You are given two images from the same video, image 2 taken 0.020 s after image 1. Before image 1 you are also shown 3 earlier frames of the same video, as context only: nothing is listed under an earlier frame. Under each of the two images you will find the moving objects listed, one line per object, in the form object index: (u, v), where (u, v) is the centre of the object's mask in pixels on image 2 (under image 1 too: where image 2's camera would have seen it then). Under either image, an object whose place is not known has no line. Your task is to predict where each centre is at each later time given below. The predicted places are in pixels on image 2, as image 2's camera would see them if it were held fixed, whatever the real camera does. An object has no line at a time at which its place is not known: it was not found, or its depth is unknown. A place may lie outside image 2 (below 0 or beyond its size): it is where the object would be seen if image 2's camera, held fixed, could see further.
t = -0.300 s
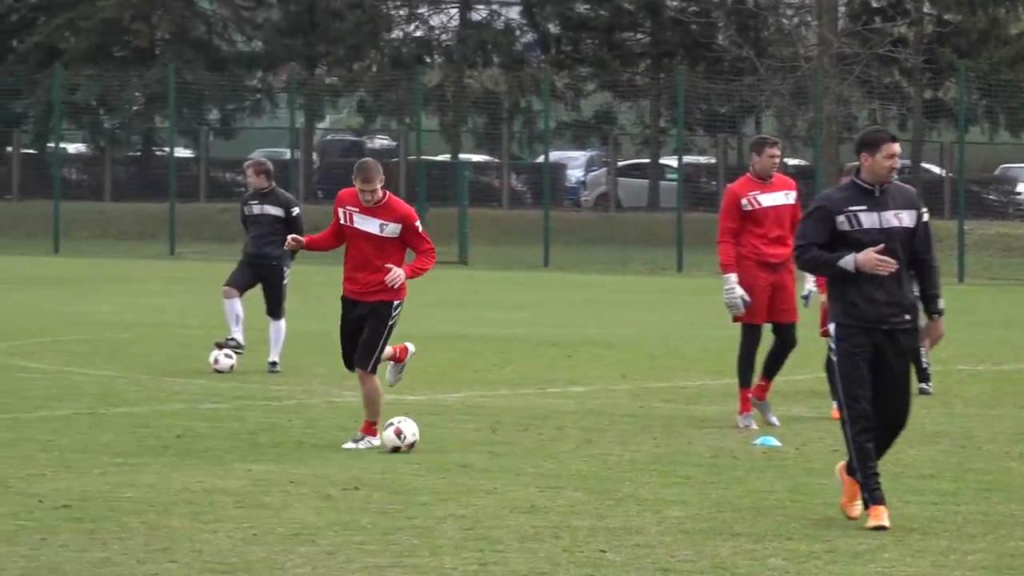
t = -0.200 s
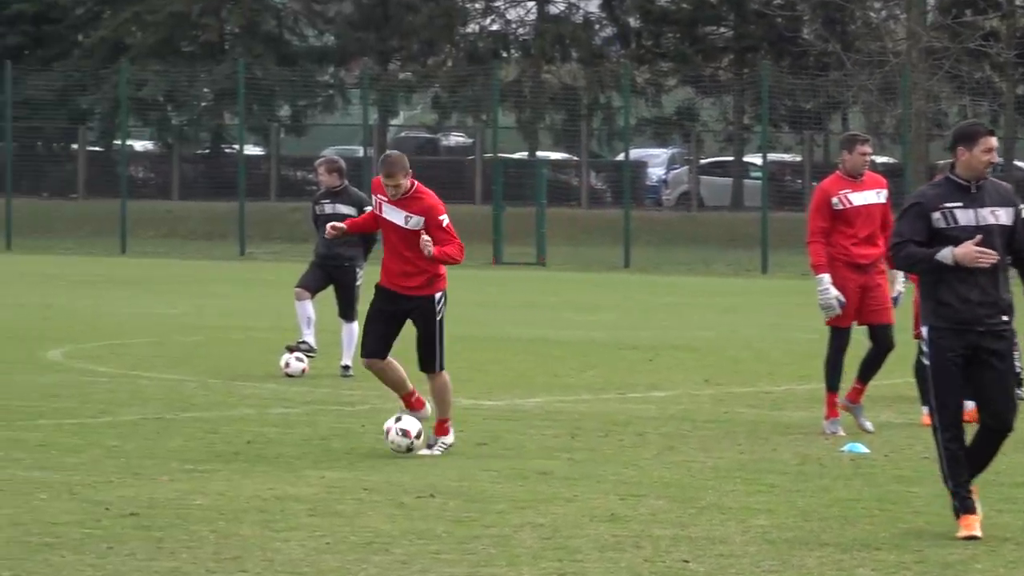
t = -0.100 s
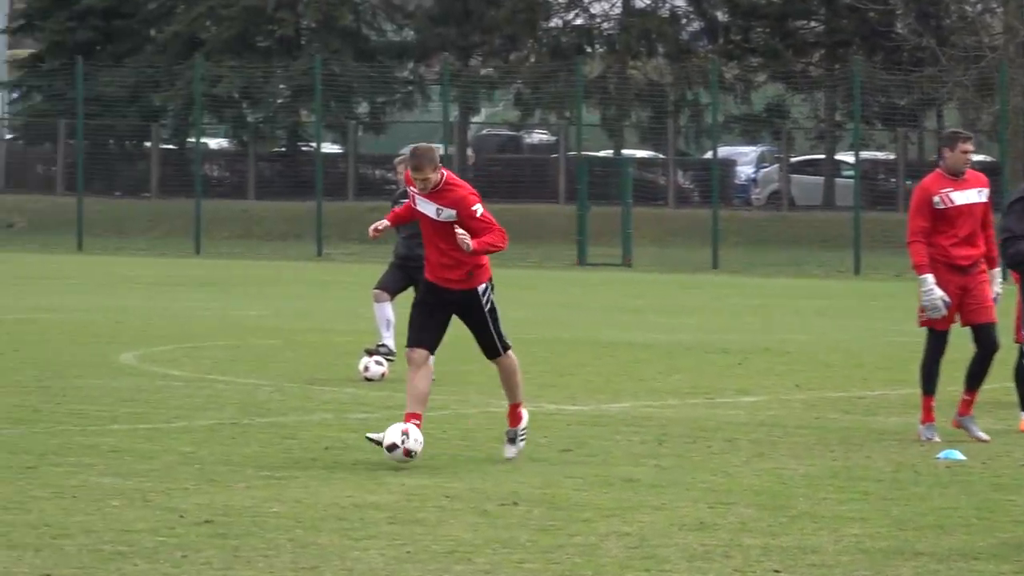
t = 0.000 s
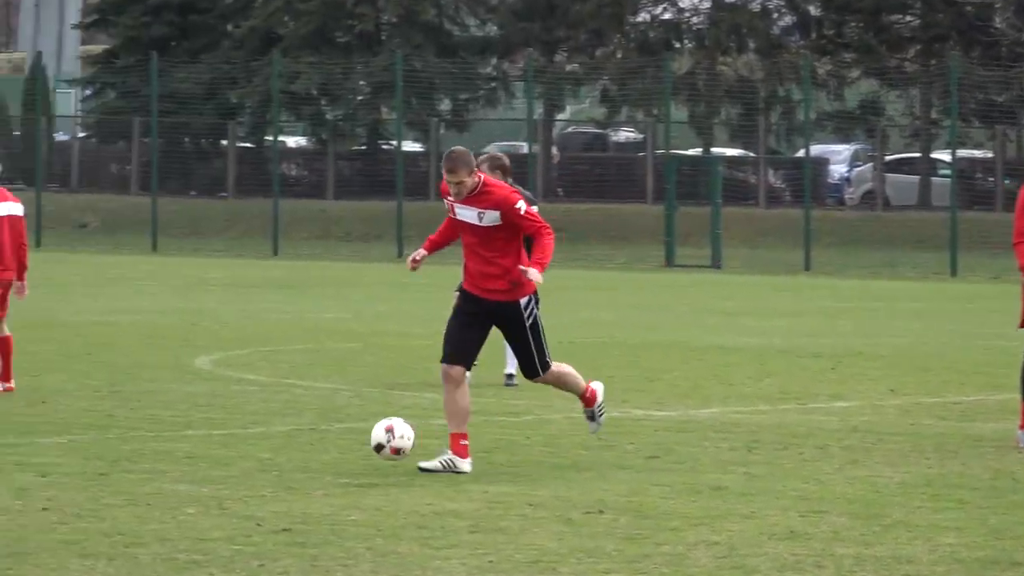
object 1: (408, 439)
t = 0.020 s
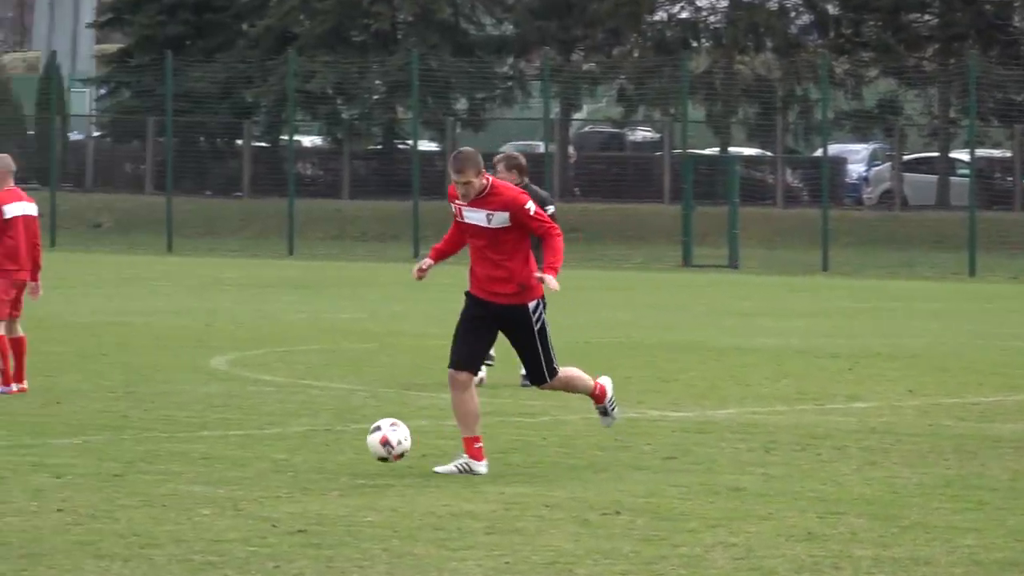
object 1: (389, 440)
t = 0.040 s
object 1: (369, 442)
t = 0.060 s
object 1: (350, 444)
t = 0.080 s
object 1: (330, 448)
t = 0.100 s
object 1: (309, 452)
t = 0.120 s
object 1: (289, 459)
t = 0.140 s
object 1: (268, 465)
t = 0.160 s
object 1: (247, 474)
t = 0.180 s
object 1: (226, 483)
